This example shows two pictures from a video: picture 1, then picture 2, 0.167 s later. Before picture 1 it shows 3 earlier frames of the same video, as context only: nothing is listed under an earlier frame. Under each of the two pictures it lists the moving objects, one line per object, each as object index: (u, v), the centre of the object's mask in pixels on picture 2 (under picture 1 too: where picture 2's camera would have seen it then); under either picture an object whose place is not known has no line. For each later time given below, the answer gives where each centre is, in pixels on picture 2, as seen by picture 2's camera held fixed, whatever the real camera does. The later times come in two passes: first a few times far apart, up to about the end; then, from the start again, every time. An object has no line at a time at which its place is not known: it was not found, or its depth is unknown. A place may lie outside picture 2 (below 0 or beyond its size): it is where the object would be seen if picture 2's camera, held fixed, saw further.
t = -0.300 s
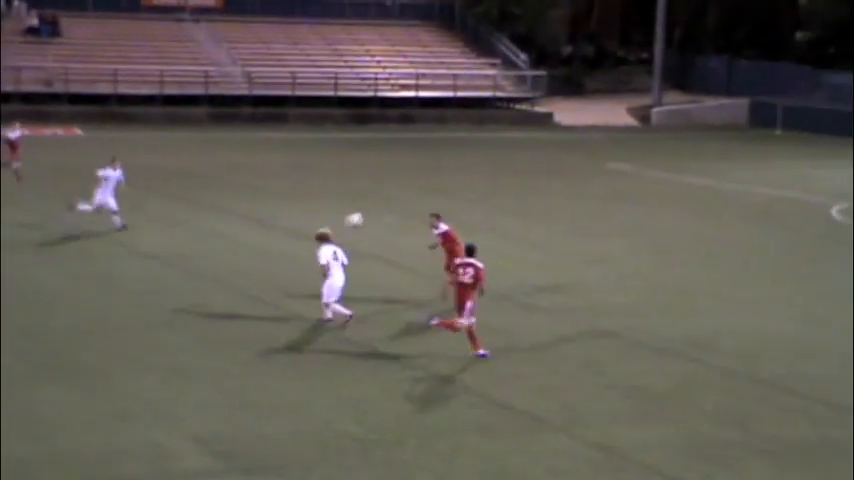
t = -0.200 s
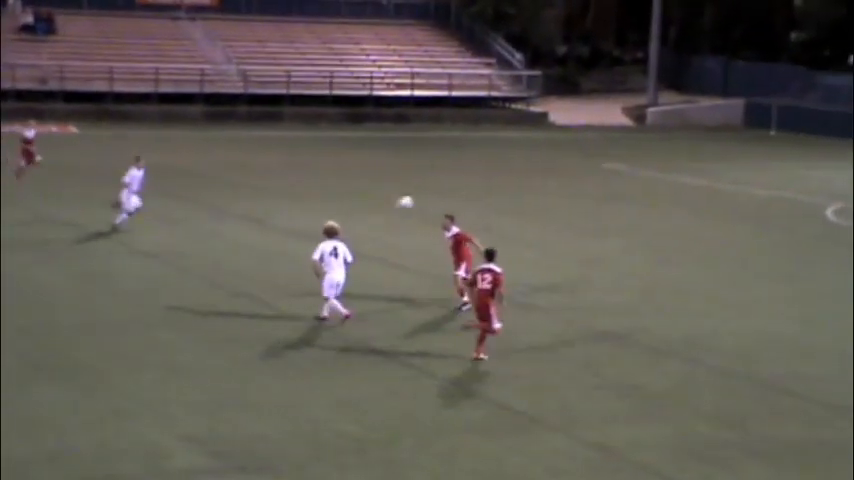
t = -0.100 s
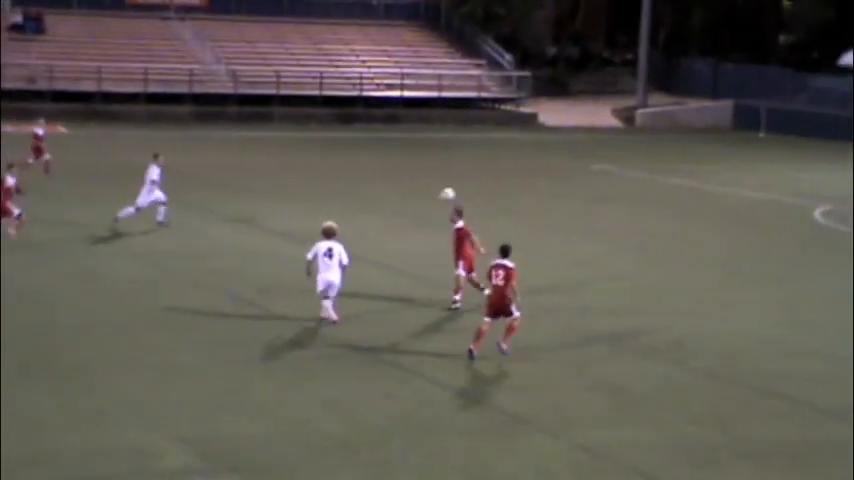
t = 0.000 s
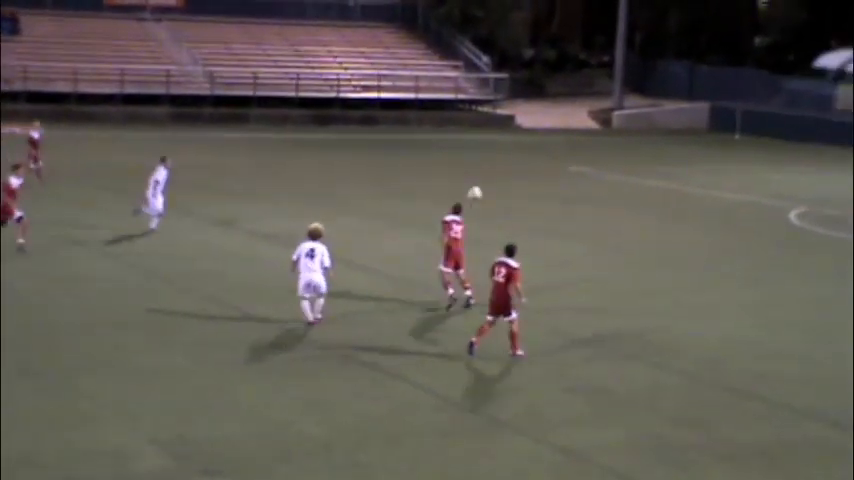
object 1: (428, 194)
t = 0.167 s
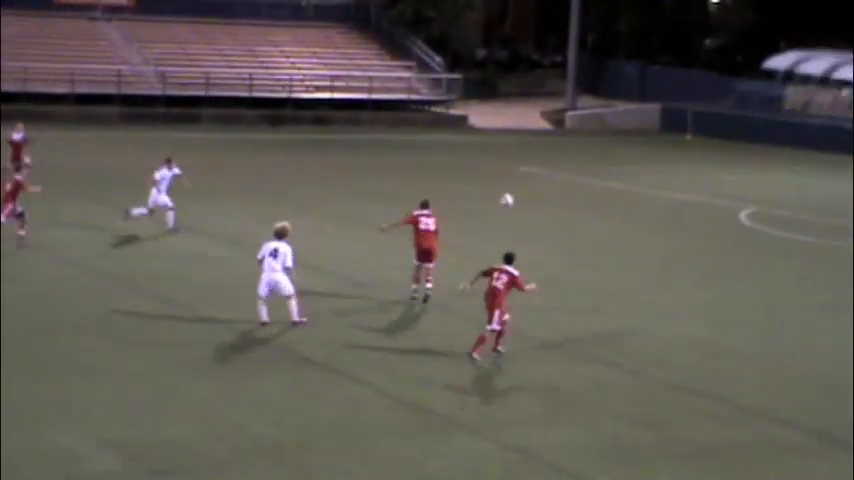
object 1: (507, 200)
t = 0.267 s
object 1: (552, 211)
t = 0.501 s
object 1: (649, 253)
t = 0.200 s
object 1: (522, 203)
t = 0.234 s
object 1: (537, 207)
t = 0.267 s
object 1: (552, 211)
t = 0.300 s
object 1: (566, 215)
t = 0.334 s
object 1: (581, 220)
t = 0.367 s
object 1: (594, 226)
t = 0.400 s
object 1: (607, 232)
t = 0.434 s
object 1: (622, 238)
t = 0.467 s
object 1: (635, 246)
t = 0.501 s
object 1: (649, 253)
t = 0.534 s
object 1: (663, 261)
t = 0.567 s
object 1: (673, 268)
